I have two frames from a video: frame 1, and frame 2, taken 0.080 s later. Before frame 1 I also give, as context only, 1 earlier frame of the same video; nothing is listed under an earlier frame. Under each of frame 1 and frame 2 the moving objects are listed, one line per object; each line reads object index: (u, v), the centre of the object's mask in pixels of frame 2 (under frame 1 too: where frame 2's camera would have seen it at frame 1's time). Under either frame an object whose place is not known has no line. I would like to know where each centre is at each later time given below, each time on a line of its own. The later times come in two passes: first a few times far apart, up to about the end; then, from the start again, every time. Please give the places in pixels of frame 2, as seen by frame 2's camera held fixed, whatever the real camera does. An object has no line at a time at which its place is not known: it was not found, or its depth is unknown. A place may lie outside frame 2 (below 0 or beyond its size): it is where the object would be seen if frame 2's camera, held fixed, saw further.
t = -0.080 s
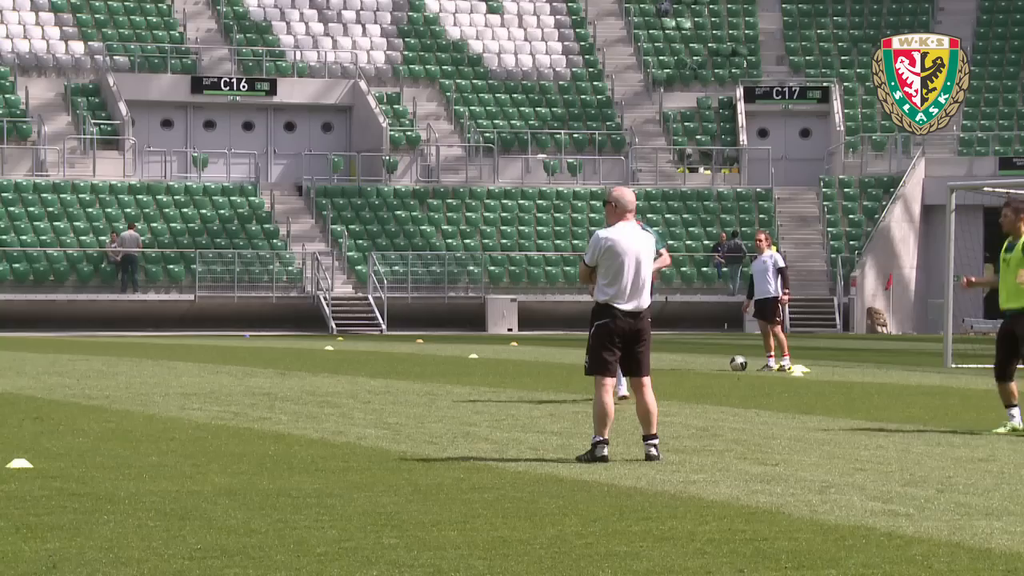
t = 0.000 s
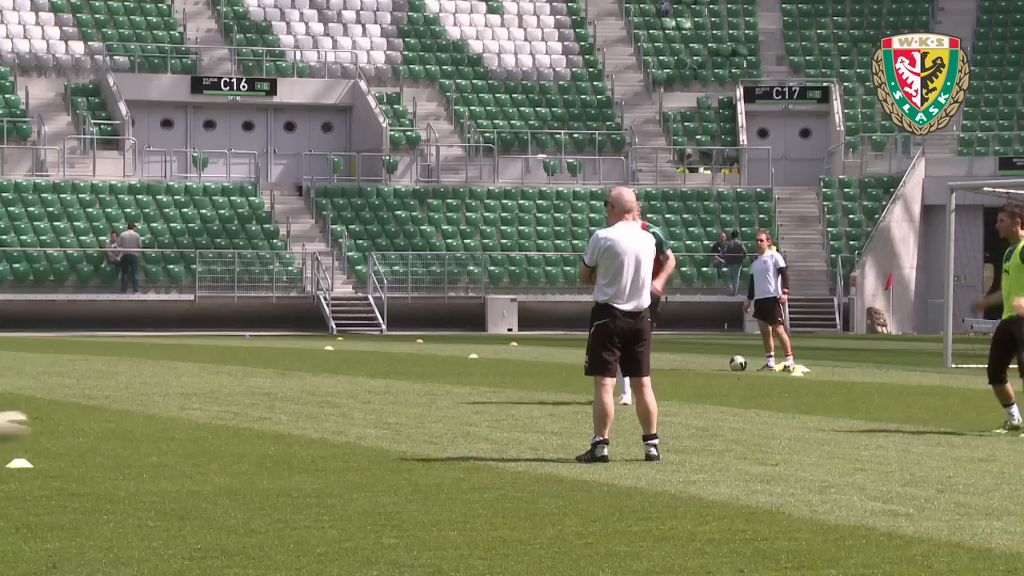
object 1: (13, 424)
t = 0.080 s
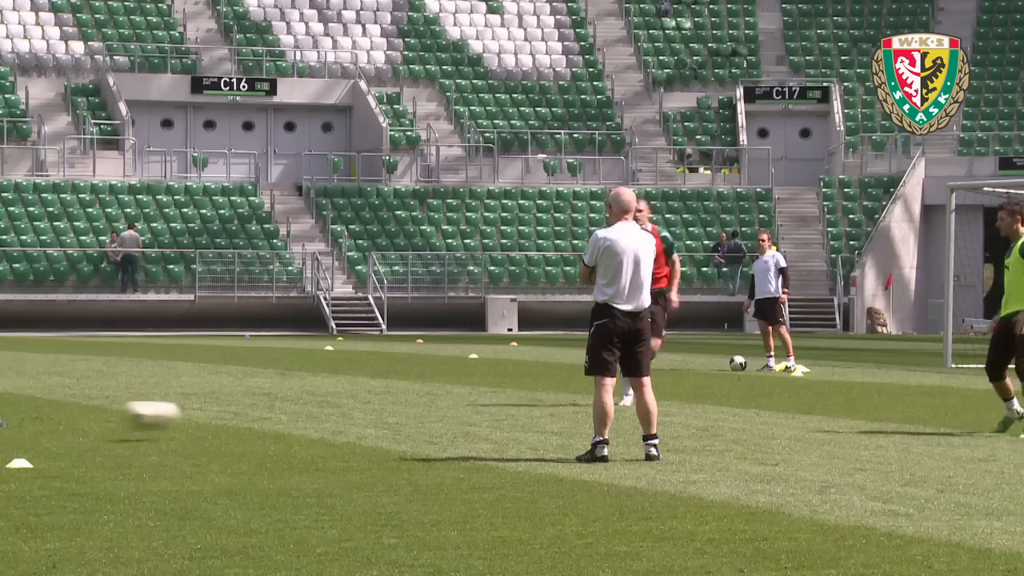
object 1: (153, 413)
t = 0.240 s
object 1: (433, 425)
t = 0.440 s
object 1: (719, 426)
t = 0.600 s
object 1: (916, 419)
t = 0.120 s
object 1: (225, 414)
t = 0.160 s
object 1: (296, 415)
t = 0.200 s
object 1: (367, 420)
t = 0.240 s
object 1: (433, 425)
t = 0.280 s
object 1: (493, 421)
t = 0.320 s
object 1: (551, 417)
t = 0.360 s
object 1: (619, 419)
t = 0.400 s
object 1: (670, 420)
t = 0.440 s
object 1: (719, 426)
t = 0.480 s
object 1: (769, 421)
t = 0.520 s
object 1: (819, 417)
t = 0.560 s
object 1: (867, 416)
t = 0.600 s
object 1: (916, 419)
